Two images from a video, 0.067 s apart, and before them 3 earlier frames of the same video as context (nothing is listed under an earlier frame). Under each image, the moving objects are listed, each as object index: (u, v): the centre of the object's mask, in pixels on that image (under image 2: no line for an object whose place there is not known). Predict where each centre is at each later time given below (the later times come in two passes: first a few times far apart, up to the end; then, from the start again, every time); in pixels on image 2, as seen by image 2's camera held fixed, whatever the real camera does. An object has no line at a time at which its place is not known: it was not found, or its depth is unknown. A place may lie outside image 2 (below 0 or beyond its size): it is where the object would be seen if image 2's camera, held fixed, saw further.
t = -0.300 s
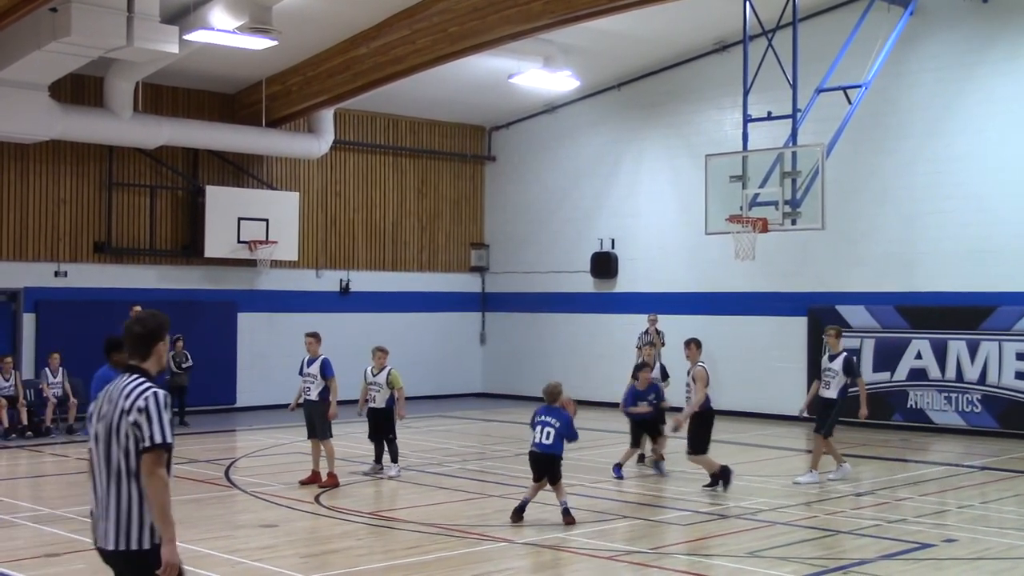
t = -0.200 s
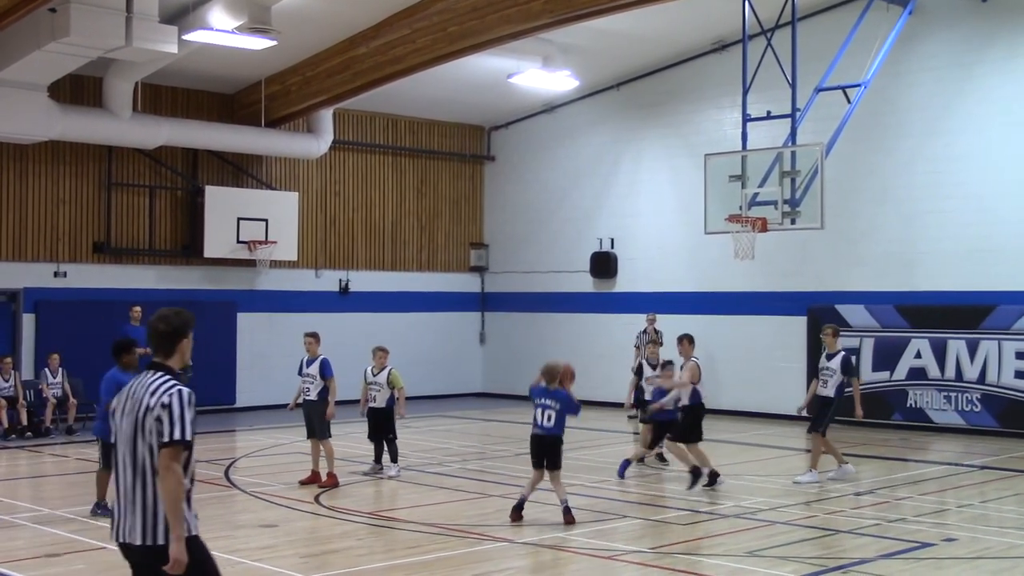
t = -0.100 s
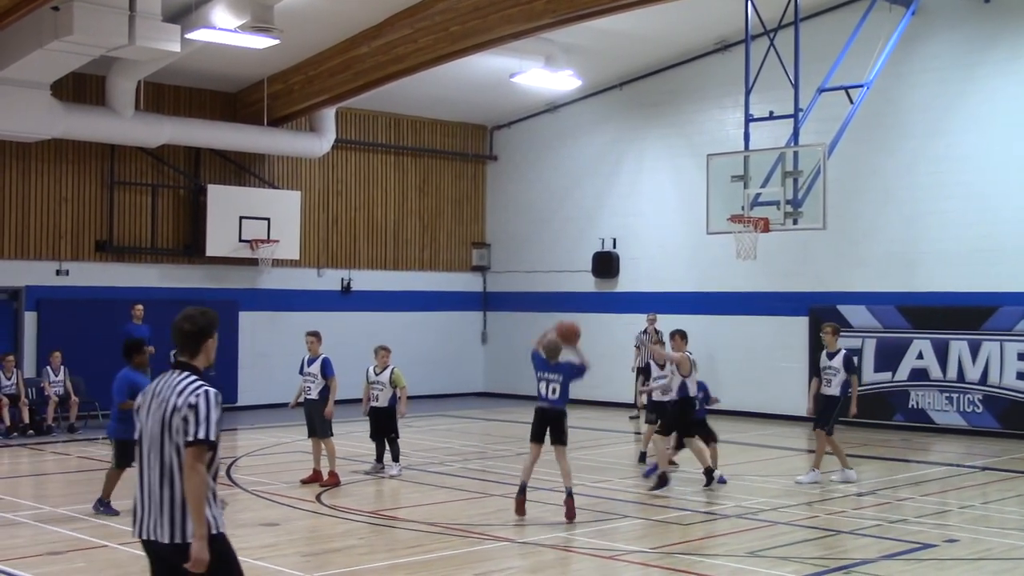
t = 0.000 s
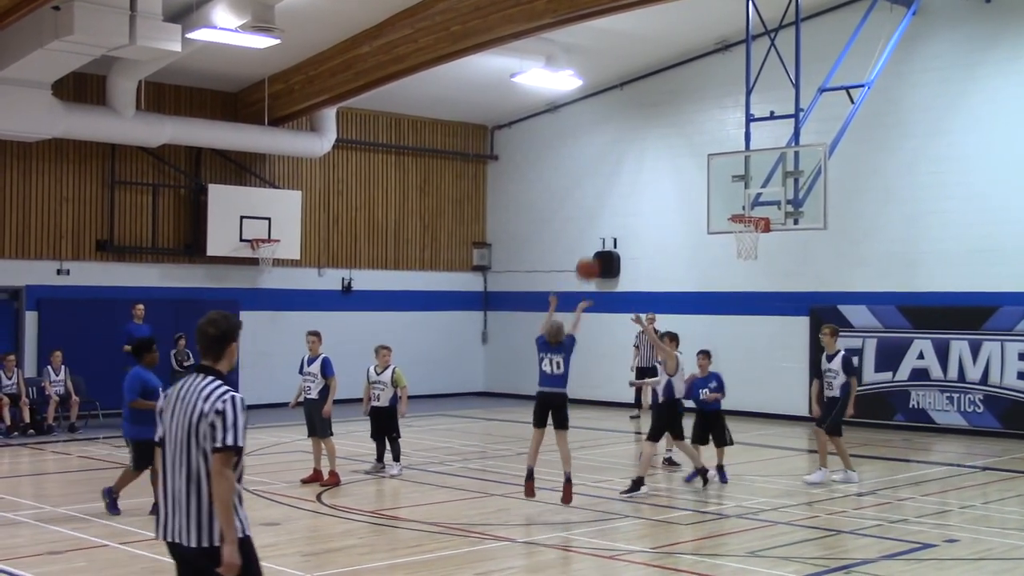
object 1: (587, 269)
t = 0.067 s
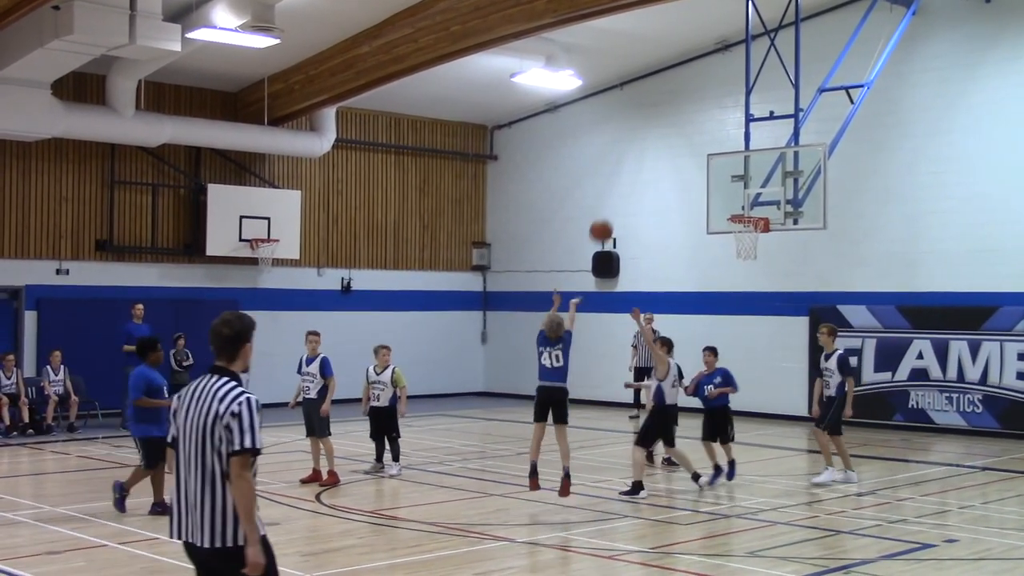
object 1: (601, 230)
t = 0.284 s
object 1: (642, 145)
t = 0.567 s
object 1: (686, 108)
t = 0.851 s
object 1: (723, 141)
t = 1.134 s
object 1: (746, 213)
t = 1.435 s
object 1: (753, 174)
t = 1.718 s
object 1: (751, 201)
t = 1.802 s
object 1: (748, 222)
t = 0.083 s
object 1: (604, 222)
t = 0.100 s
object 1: (608, 214)
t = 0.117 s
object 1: (611, 206)
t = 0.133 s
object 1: (614, 198)
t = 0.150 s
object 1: (617, 191)
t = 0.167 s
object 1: (621, 184)
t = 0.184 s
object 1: (624, 177)
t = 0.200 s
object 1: (627, 171)
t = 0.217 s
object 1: (630, 165)
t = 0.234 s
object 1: (633, 159)
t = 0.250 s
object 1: (636, 154)
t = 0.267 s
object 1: (639, 149)
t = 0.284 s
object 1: (642, 145)
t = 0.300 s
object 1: (645, 140)
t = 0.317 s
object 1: (648, 136)
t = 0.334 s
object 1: (650, 132)
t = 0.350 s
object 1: (653, 129)
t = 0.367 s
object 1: (656, 126)
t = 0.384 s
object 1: (659, 123)
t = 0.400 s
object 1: (661, 120)
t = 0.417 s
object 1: (664, 118)
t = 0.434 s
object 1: (667, 116)
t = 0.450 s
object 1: (669, 114)
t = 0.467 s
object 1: (671, 112)
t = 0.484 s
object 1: (674, 111)
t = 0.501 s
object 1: (676, 110)
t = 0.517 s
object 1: (679, 109)
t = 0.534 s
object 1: (681, 108)
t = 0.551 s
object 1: (684, 108)
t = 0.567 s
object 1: (686, 108)
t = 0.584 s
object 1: (689, 108)
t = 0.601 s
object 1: (691, 108)
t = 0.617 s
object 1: (693, 109)
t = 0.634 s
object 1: (695, 110)
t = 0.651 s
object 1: (697, 111)
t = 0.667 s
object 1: (700, 112)
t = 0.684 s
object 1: (702, 114)
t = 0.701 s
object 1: (704, 115)
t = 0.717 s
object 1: (706, 118)
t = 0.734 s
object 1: (708, 120)
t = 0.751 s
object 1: (711, 122)
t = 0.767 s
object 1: (713, 125)
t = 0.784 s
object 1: (715, 128)
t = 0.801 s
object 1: (717, 130)
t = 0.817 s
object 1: (719, 133)
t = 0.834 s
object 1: (721, 137)
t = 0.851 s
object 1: (723, 141)
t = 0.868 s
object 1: (726, 144)
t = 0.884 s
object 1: (728, 148)
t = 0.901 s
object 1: (730, 152)
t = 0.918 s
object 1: (731, 157)
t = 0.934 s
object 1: (733, 161)
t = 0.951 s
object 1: (735, 166)
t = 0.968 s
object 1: (737, 171)
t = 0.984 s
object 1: (739, 176)
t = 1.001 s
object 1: (740, 181)
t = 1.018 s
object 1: (743, 188)
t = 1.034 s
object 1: (744, 192)
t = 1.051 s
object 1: (746, 198)
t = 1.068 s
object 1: (747, 203)
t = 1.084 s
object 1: (750, 210)
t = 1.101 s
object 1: (751, 214)
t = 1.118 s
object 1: (750, 214)
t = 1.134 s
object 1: (746, 213)
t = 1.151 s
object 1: (743, 212)
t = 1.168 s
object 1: (740, 211)
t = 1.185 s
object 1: (741, 208)
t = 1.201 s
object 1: (742, 205)
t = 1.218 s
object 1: (743, 201)
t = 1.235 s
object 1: (743, 198)
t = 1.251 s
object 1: (744, 195)
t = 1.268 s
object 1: (745, 192)
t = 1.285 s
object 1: (746, 189)
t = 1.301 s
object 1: (746, 187)
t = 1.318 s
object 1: (748, 184)
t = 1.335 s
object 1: (748, 182)
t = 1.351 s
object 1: (749, 180)
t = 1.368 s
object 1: (750, 179)
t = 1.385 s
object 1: (751, 177)
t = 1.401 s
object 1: (752, 176)
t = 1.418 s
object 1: (752, 175)
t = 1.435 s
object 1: (753, 174)
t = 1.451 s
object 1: (753, 174)
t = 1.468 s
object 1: (754, 173)
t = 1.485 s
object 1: (755, 173)
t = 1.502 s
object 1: (756, 173)
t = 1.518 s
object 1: (757, 173)
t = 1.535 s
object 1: (757, 174)
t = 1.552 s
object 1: (758, 174)
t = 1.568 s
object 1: (758, 176)
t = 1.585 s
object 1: (757, 178)
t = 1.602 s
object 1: (757, 180)
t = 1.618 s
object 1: (756, 182)
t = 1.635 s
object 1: (755, 185)
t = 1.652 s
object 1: (755, 187)
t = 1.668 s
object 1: (754, 190)
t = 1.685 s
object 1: (753, 194)
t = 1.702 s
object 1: (752, 197)
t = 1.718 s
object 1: (751, 201)
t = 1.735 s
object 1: (750, 205)
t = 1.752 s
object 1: (750, 209)
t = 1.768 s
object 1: (749, 213)
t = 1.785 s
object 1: (749, 216)
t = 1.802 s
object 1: (748, 222)
